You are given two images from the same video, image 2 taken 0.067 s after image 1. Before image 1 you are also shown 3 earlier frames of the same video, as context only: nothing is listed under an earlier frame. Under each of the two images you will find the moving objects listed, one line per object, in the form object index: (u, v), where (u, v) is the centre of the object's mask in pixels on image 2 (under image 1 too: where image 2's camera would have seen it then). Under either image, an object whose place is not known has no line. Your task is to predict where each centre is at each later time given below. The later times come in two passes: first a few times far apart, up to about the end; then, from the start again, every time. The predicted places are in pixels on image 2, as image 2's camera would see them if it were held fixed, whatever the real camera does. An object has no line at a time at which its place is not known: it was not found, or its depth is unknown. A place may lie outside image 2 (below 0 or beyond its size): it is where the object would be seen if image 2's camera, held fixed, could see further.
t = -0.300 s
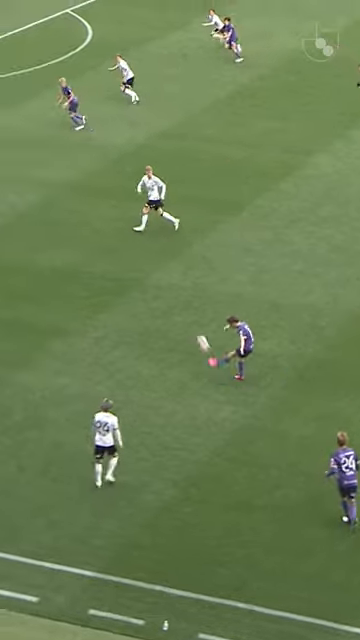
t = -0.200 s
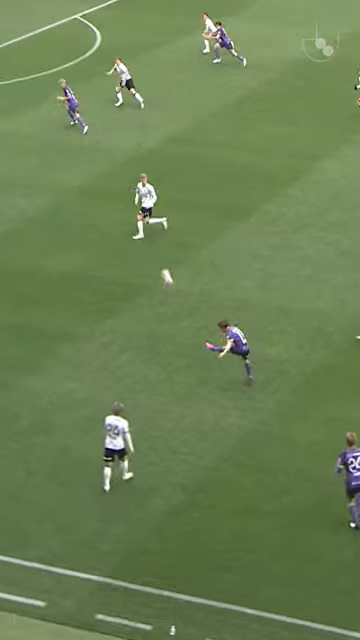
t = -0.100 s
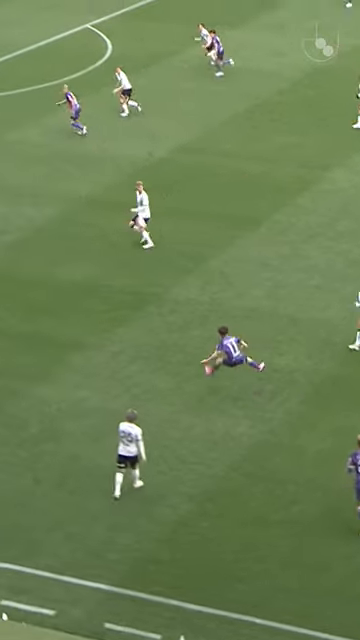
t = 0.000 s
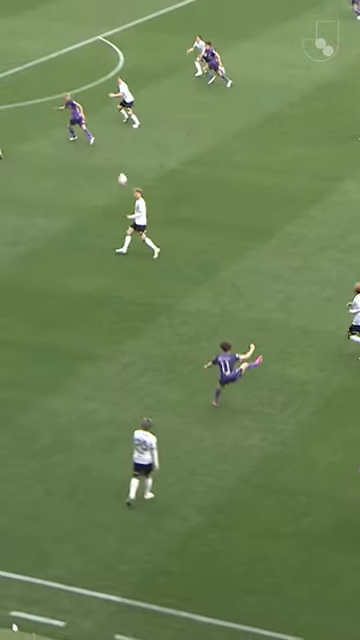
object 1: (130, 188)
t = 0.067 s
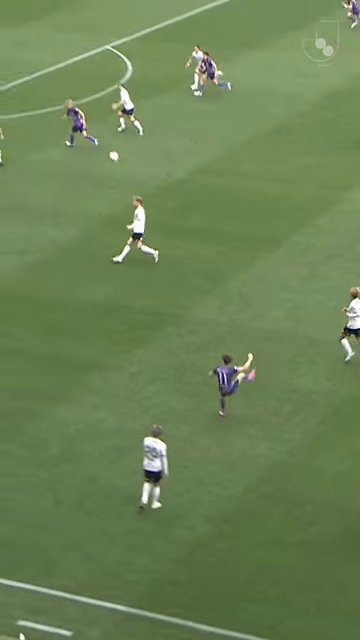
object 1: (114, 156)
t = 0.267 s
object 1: (78, 76)
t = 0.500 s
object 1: (53, 14)
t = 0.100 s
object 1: (107, 141)
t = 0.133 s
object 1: (100, 127)
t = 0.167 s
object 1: (93, 113)
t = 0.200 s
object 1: (88, 100)
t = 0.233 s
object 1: (82, 88)
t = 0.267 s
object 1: (78, 76)
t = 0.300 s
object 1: (75, 65)
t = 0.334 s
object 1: (70, 56)
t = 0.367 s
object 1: (65, 46)
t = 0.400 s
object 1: (60, 37)
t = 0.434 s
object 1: (59, 29)
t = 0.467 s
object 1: (57, 21)
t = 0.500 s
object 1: (53, 14)
